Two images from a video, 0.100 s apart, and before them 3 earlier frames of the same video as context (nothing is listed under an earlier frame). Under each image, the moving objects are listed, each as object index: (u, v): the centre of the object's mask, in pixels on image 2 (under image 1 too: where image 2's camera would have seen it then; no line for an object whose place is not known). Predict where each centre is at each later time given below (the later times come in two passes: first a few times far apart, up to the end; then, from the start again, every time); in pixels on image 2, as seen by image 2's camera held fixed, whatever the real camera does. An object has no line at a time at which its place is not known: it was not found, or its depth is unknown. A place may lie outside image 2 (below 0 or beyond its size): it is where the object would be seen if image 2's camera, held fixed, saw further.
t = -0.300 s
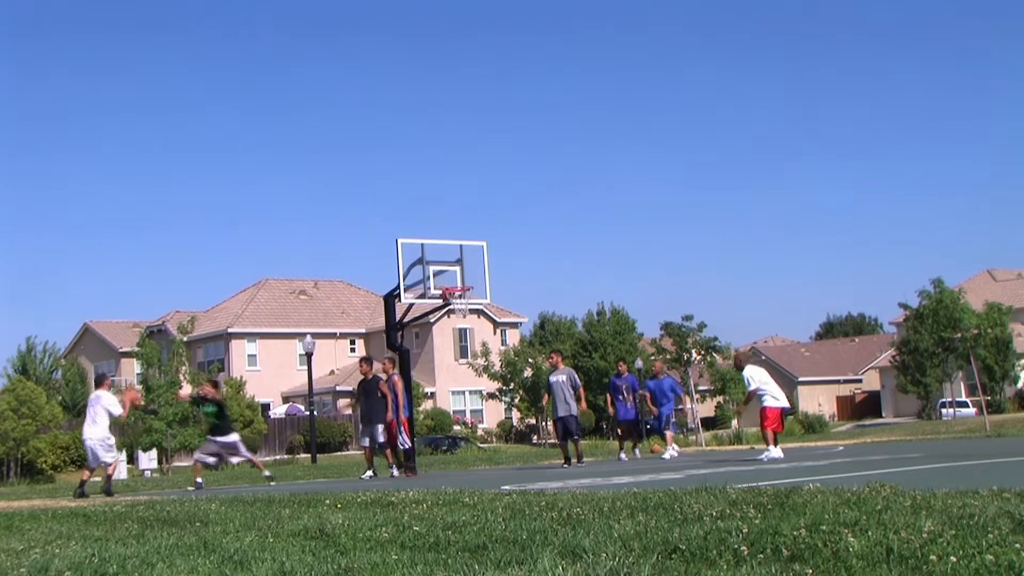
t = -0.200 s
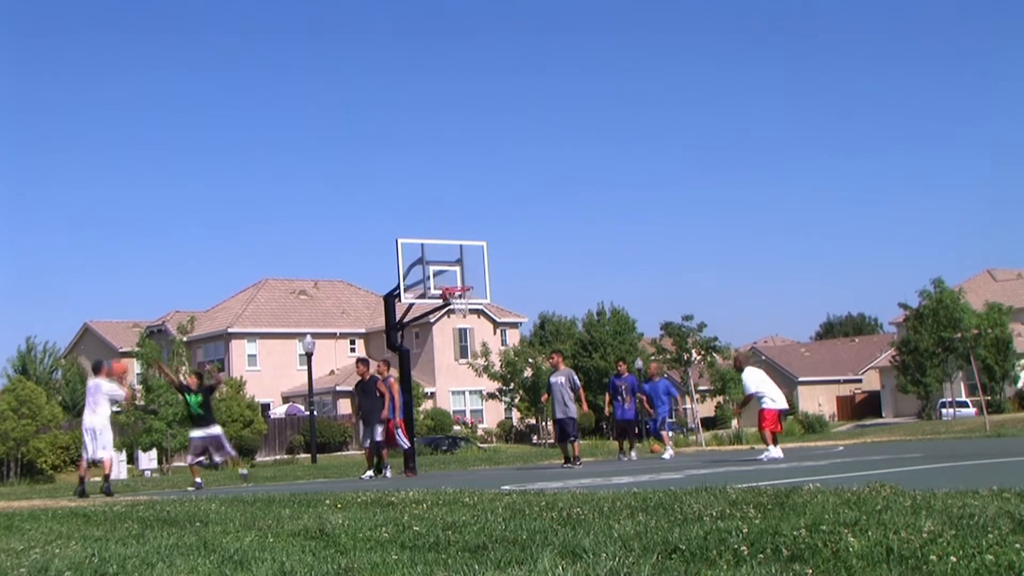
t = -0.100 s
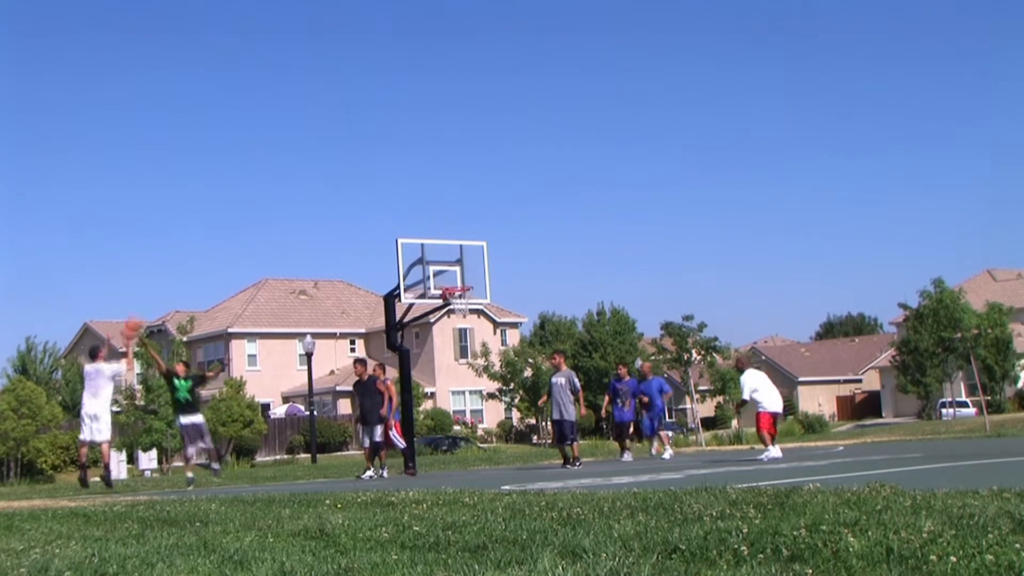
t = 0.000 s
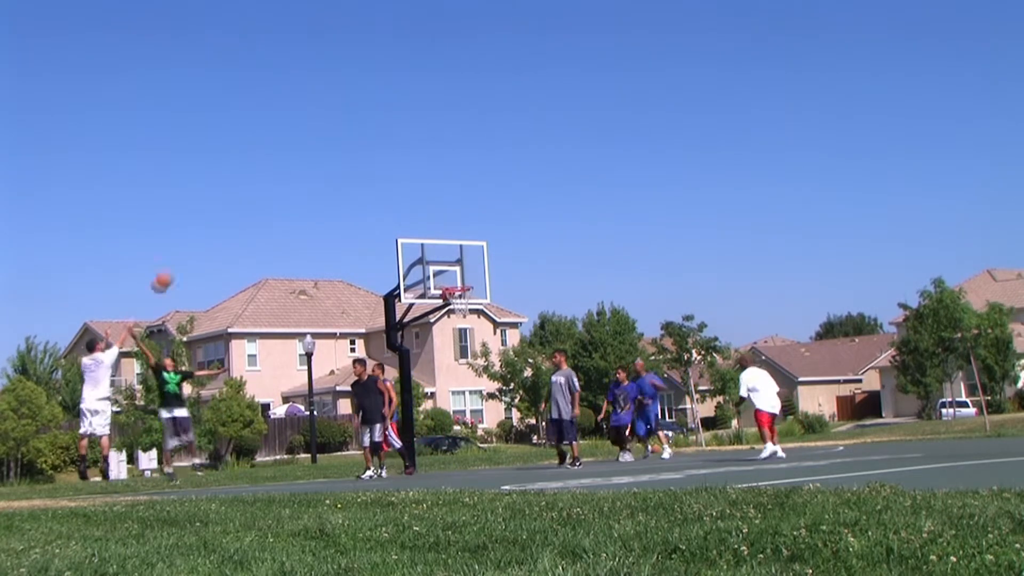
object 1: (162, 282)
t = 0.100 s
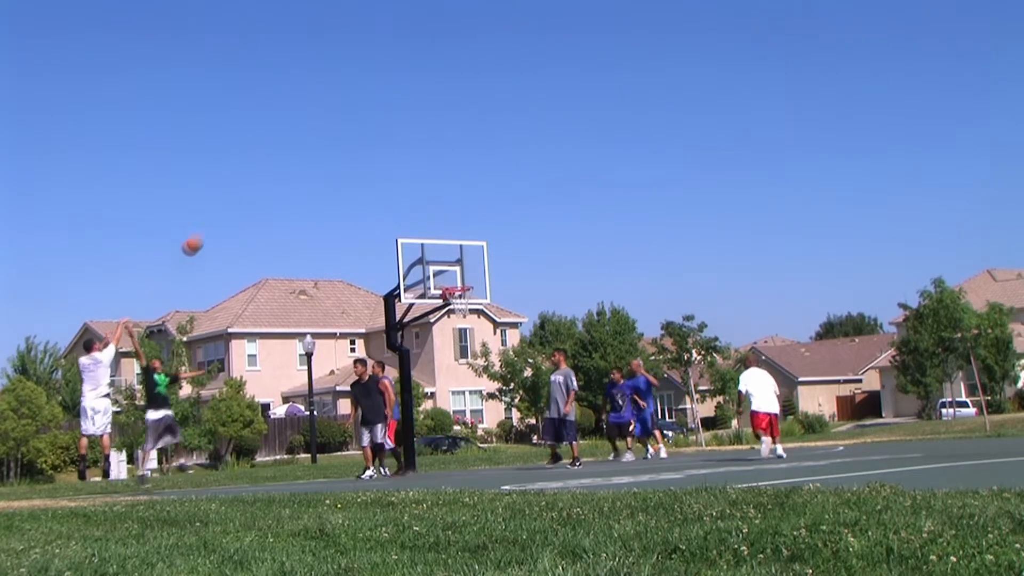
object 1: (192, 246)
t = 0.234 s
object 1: (230, 209)
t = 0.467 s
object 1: (293, 179)
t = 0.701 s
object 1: (352, 185)
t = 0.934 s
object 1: (407, 221)
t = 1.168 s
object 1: (462, 287)
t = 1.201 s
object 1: (467, 294)
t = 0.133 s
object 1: (201, 235)
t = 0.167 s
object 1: (211, 226)
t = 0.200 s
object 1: (221, 217)
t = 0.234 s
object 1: (230, 209)
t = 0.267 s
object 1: (239, 203)
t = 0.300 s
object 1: (249, 197)
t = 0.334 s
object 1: (257, 192)
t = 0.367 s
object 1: (266, 188)
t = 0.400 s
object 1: (275, 185)
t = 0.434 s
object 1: (283, 181)
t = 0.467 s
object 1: (293, 179)
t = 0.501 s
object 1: (301, 179)
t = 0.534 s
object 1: (310, 178)
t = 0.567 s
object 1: (318, 178)
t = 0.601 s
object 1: (326, 179)
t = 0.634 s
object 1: (335, 180)
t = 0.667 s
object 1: (343, 182)
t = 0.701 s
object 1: (352, 185)
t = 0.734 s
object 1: (359, 188)
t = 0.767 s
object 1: (367, 192)
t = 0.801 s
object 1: (375, 197)
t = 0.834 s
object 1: (384, 202)
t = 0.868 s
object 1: (392, 208)
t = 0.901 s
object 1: (399, 215)
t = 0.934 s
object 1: (407, 221)
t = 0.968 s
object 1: (415, 229)
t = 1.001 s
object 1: (423, 238)
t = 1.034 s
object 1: (431, 247)
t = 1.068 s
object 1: (437, 255)
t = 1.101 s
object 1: (446, 266)
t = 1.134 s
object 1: (453, 275)
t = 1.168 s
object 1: (462, 287)
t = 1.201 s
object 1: (467, 294)
